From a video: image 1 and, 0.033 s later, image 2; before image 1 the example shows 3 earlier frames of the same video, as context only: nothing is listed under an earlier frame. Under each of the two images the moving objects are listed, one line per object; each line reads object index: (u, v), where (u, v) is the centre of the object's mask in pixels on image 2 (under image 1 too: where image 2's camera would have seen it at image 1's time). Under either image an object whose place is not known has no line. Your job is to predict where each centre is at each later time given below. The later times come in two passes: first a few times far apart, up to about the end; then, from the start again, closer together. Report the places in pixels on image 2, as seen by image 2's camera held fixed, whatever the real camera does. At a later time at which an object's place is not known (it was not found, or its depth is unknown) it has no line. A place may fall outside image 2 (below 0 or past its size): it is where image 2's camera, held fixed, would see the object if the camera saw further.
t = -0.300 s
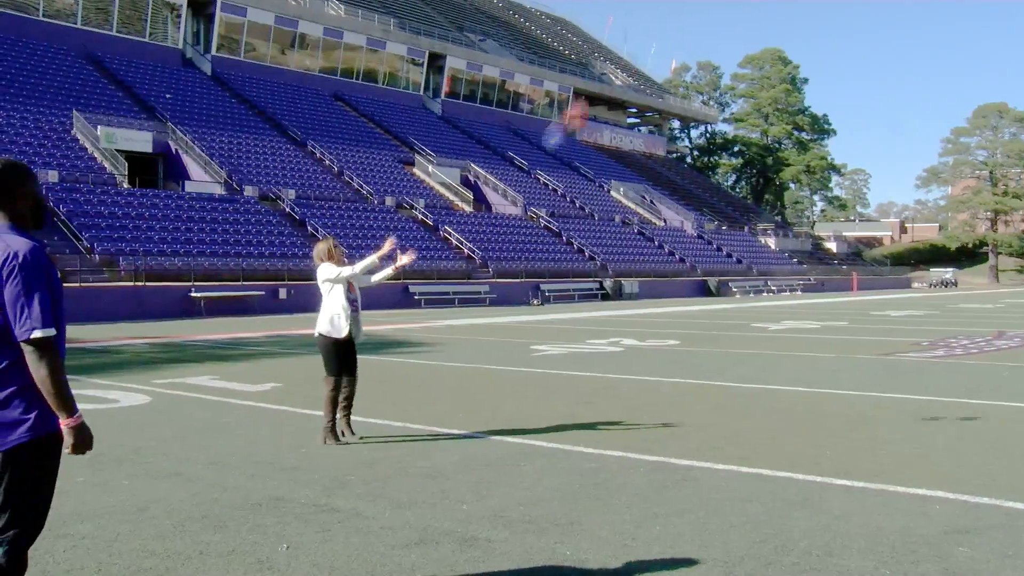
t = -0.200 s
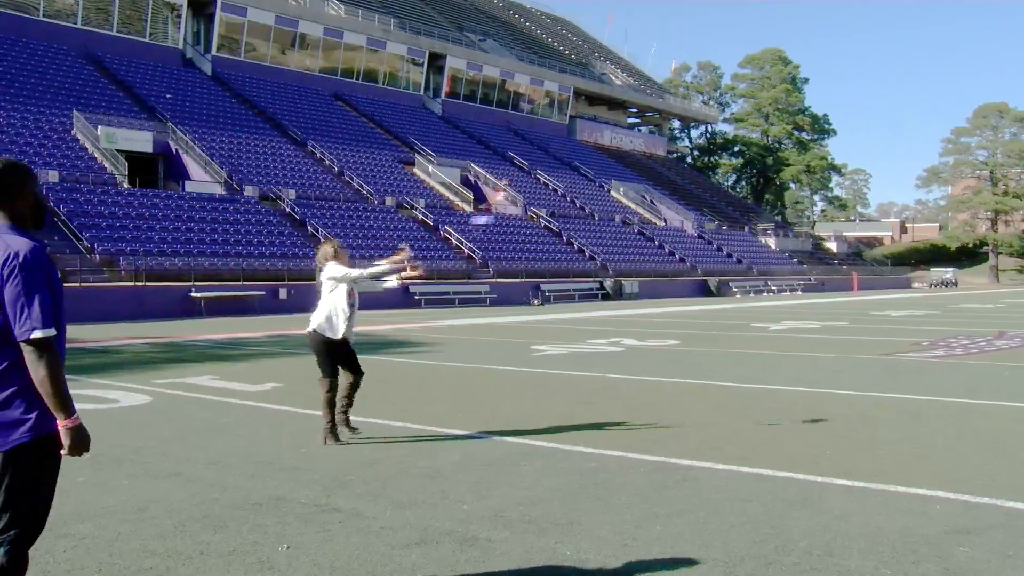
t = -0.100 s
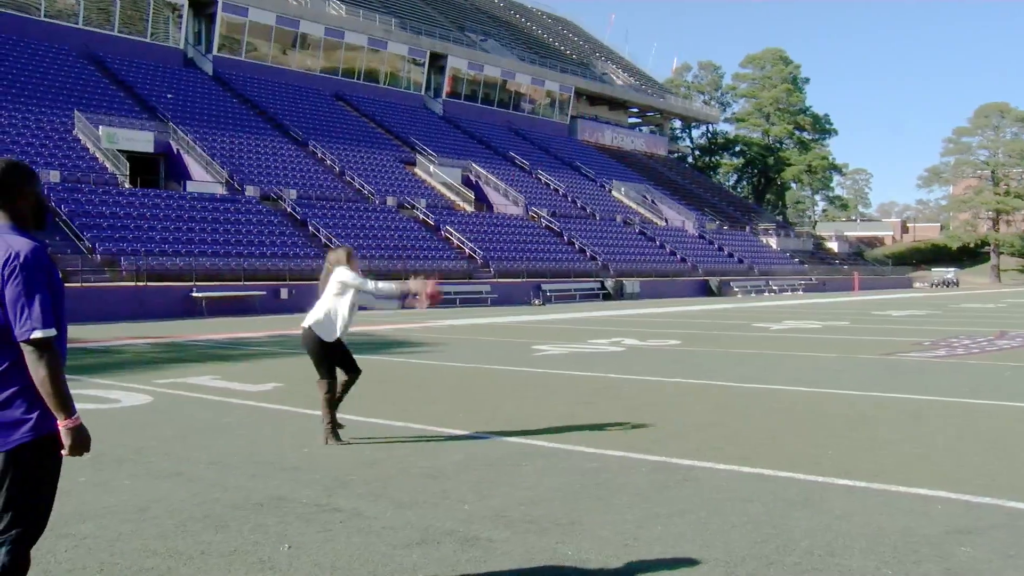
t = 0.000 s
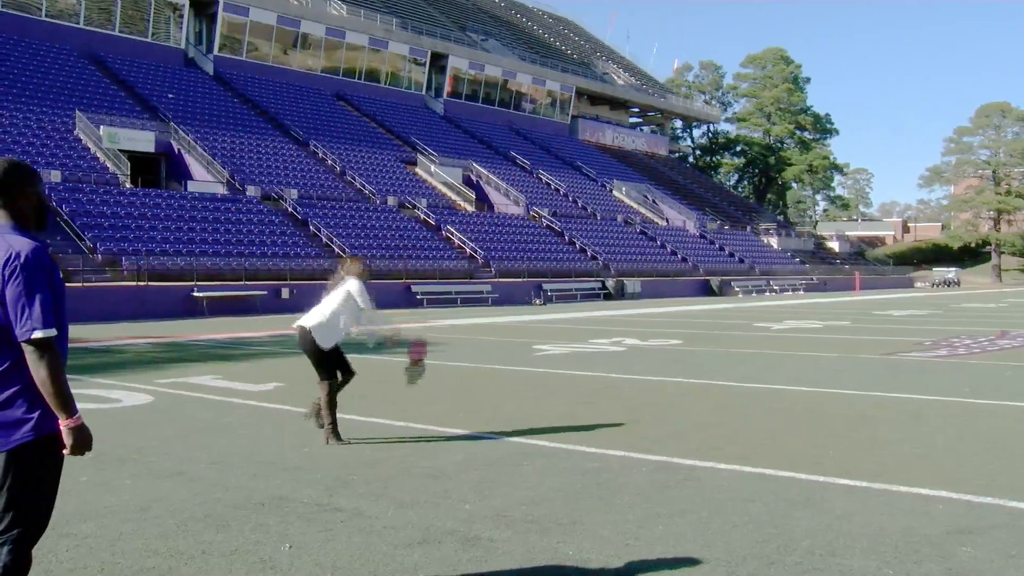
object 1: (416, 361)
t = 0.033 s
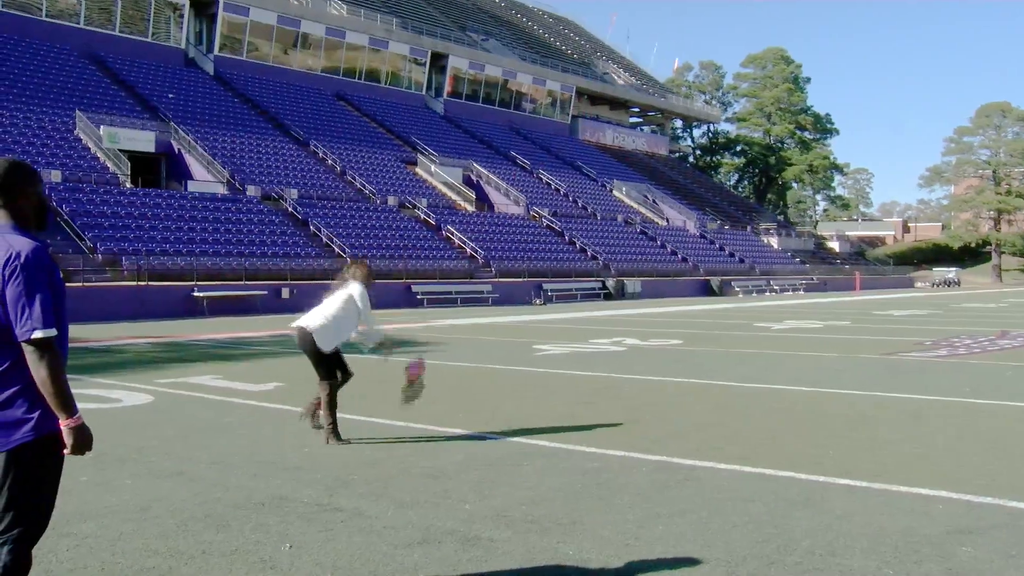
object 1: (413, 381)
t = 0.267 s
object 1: (451, 391)
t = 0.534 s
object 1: (518, 428)
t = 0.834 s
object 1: (556, 438)
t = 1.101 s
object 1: (572, 442)
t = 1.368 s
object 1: (583, 442)
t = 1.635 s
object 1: (590, 442)
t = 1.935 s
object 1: (588, 441)
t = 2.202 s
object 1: (587, 442)
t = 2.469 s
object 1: (586, 442)
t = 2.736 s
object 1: (586, 442)
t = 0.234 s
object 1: (444, 394)
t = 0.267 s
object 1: (451, 391)
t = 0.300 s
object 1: (463, 390)
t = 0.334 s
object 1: (469, 390)
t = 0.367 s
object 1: (475, 393)
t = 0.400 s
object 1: (486, 398)
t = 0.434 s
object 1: (494, 403)
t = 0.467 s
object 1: (505, 414)
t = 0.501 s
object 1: (511, 420)
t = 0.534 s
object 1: (518, 428)
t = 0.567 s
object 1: (526, 427)
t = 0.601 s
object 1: (529, 426)
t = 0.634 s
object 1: (535, 427)
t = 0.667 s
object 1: (539, 429)
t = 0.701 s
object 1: (544, 433)
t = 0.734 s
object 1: (549, 438)
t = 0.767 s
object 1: (551, 437)
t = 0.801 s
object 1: (554, 437)
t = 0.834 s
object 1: (556, 438)
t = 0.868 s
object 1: (558, 440)
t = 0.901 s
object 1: (562, 442)
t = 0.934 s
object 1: (563, 443)
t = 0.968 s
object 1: (565, 443)
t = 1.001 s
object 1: (567, 443)
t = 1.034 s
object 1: (568, 442)
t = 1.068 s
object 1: (571, 442)
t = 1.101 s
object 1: (572, 442)
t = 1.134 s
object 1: (574, 441)
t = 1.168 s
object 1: (575, 441)
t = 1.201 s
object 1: (576, 442)
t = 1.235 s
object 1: (578, 442)
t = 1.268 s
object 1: (579, 442)
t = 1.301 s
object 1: (581, 442)
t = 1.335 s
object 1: (582, 442)
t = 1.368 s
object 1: (583, 442)
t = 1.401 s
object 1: (584, 443)
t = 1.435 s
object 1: (585, 443)
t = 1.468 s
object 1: (586, 442)
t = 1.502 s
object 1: (587, 442)
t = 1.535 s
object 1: (588, 442)
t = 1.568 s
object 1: (589, 442)
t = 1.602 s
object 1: (589, 442)
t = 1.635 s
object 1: (590, 442)
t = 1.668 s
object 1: (590, 442)
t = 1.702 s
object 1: (590, 442)
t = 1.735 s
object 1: (590, 442)
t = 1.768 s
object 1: (590, 441)
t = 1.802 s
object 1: (589, 442)
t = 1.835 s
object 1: (589, 442)
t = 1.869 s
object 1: (589, 442)
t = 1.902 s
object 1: (589, 441)
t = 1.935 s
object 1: (588, 441)
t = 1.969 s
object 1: (588, 442)
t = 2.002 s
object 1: (588, 442)
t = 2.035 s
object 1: (588, 442)
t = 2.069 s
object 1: (587, 442)
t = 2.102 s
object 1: (586, 442)
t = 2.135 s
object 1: (587, 442)
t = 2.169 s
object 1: (587, 442)
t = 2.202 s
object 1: (587, 442)
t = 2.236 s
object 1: (586, 442)
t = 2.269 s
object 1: (585, 442)
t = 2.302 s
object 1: (586, 442)
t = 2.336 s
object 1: (586, 442)
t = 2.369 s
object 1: (585, 442)
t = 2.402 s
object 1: (586, 442)
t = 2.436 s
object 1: (586, 442)
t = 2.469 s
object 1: (586, 442)
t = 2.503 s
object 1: (587, 442)
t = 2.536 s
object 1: (586, 442)
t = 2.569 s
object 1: (586, 442)
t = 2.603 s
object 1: (586, 442)
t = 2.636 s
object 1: (586, 442)
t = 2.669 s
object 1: (586, 442)
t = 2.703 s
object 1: (586, 442)
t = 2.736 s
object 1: (586, 442)
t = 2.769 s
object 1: (586, 442)
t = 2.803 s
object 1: (586, 442)
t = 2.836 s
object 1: (586, 442)
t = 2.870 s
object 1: (586, 442)
